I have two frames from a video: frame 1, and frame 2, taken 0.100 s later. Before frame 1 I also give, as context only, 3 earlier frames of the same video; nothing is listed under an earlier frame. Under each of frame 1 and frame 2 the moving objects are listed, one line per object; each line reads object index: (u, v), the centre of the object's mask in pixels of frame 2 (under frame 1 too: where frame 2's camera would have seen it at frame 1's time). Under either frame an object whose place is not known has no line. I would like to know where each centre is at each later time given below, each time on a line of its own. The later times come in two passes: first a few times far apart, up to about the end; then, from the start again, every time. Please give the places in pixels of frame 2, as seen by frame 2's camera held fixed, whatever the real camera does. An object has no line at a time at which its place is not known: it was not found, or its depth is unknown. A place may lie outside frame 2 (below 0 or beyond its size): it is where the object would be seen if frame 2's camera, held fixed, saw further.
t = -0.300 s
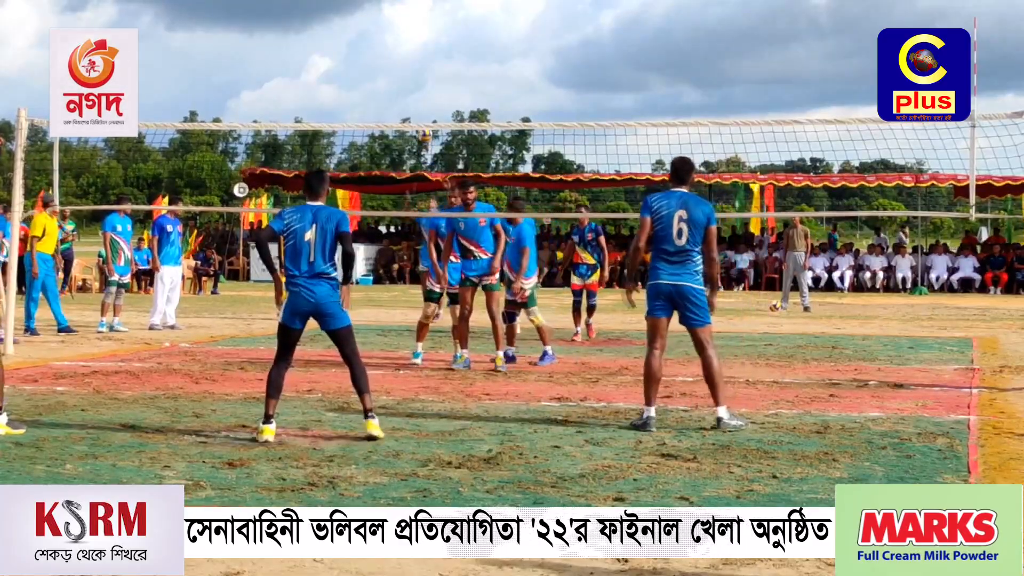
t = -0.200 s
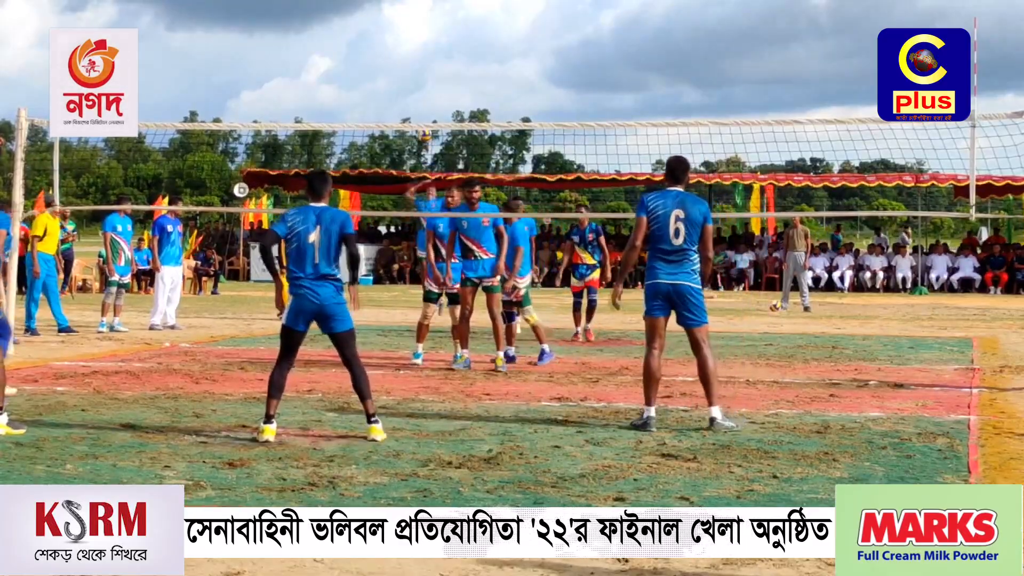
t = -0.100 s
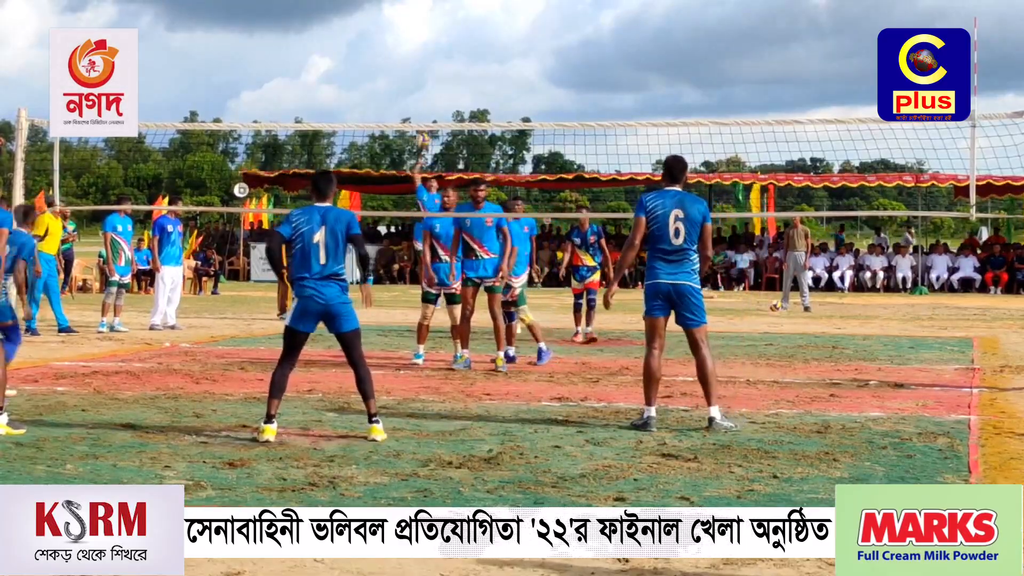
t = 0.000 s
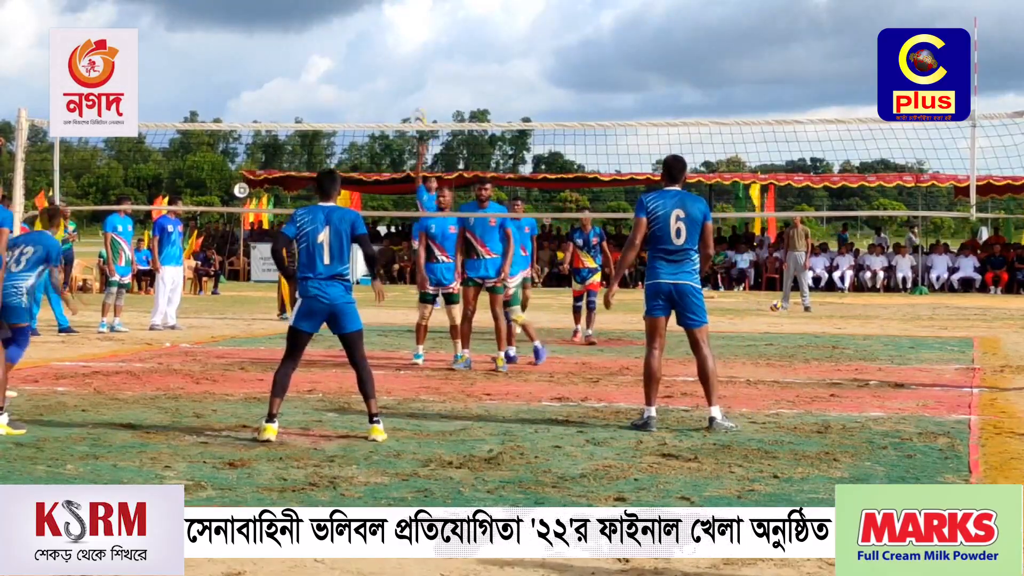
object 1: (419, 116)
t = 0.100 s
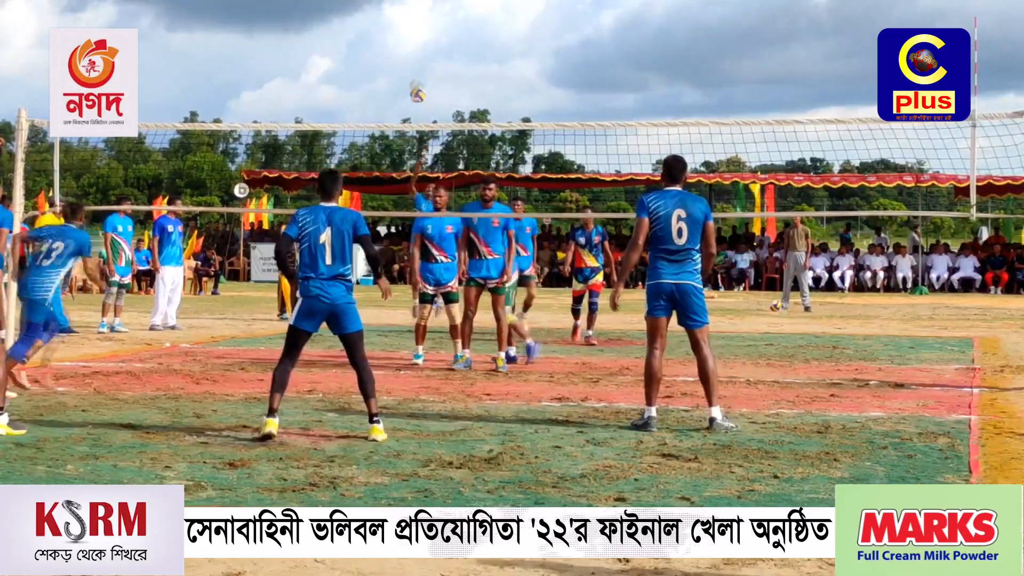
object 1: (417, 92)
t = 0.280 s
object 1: (409, 54)
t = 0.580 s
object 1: (379, 35)
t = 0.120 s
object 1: (416, 87)
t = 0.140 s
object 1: (416, 83)
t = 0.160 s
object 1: (415, 78)
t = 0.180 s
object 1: (415, 74)
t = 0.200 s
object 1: (413, 68)
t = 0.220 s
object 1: (412, 64)
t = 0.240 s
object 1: (411, 61)
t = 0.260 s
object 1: (410, 58)
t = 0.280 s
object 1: (409, 54)
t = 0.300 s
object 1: (406, 49)
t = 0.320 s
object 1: (405, 46)
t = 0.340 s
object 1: (403, 43)
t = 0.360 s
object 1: (402, 41)
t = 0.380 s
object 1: (400, 39)
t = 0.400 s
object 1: (399, 37)
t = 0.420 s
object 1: (396, 35)
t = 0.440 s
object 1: (394, 34)
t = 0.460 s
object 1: (392, 32)
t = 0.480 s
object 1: (390, 32)
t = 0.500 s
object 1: (388, 32)
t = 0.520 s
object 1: (386, 32)
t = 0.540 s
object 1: (383, 33)
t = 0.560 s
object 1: (381, 34)
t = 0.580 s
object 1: (379, 35)
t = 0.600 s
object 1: (375, 38)
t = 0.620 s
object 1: (372, 40)
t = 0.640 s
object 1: (369, 43)
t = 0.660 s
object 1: (367, 46)
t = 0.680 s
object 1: (364, 49)
